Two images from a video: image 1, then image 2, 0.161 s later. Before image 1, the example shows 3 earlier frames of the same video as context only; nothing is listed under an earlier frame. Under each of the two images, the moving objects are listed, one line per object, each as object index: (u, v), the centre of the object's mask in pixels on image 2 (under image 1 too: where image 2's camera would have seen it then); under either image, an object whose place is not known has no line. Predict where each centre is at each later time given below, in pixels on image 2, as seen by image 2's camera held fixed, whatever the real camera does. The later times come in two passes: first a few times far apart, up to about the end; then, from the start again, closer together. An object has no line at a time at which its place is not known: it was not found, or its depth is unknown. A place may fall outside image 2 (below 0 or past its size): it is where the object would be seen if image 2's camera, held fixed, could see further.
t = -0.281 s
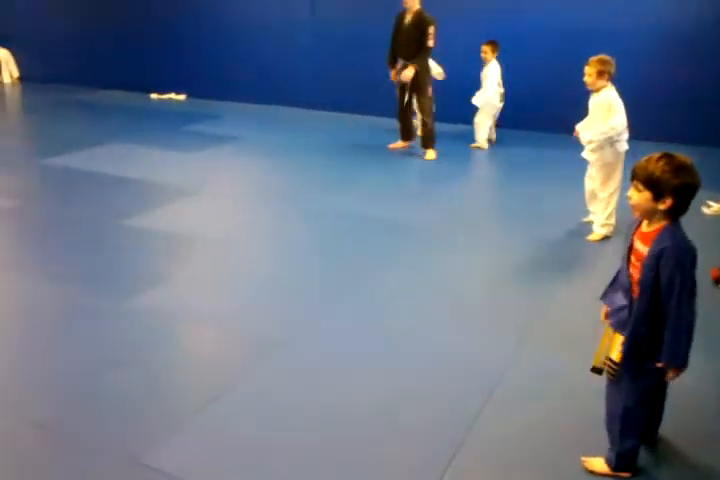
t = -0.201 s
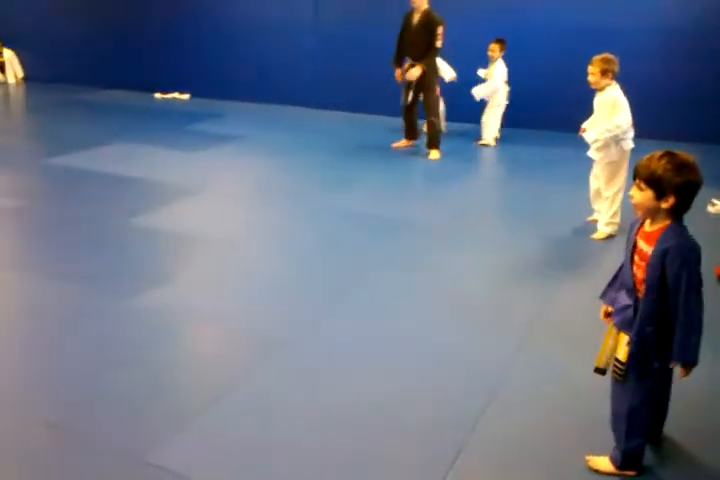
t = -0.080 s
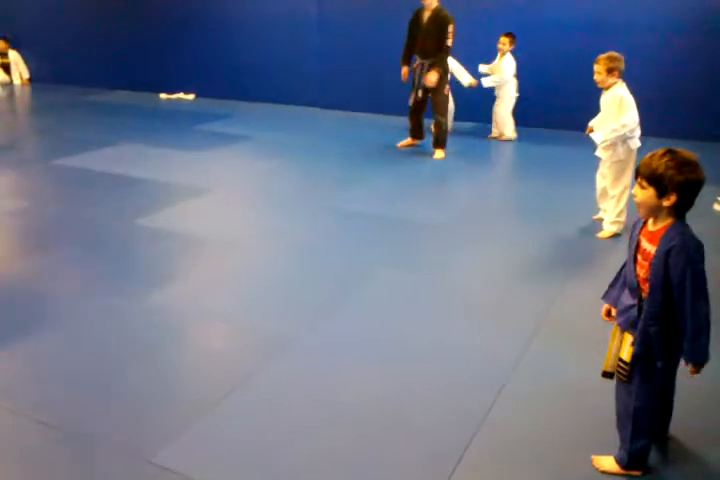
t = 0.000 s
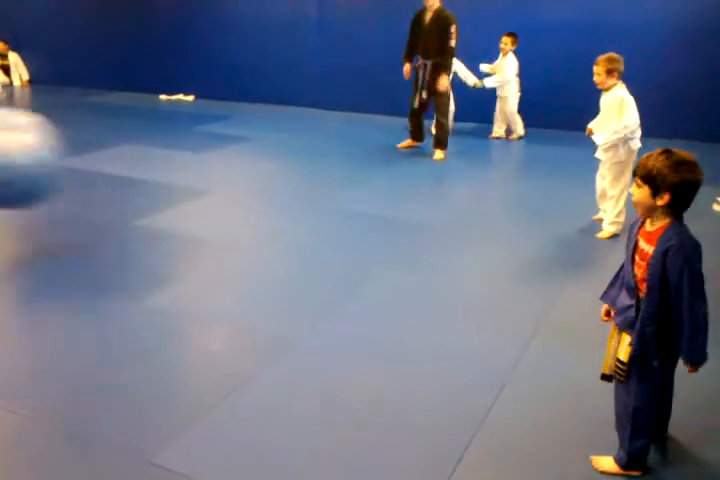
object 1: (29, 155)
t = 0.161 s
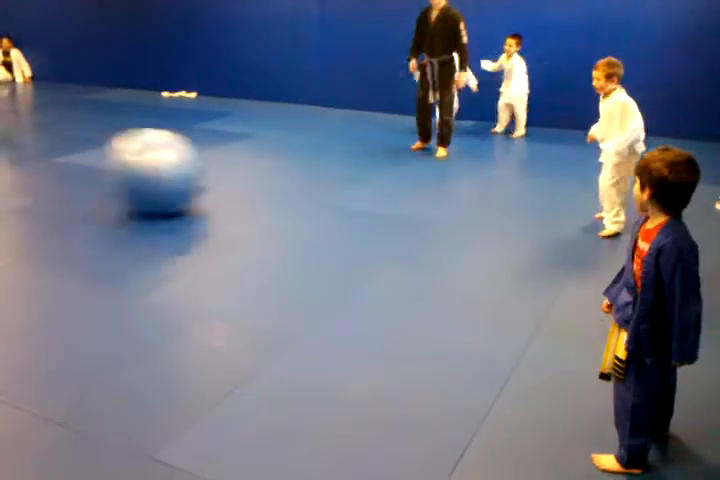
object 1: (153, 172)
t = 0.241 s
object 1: (194, 145)
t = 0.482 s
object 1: (281, 108)
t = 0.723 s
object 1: (342, 111)
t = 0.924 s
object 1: (380, 88)
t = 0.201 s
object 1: (176, 162)
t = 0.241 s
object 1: (194, 145)
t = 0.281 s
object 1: (211, 133)
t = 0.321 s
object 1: (227, 124)
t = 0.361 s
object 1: (242, 118)
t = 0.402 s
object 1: (256, 113)
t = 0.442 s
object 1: (268, 110)
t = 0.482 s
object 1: (281, 108)
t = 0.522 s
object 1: (292, 109)
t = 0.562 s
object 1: (303, 110)
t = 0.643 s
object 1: (323, 119)
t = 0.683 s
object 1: (332, 119)
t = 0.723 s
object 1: (342, 111)
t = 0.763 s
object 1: (350, 102)
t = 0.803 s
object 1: (358, 96)
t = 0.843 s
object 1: (366, 92)
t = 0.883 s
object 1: (373, 89)
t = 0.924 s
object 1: (380, 88)
